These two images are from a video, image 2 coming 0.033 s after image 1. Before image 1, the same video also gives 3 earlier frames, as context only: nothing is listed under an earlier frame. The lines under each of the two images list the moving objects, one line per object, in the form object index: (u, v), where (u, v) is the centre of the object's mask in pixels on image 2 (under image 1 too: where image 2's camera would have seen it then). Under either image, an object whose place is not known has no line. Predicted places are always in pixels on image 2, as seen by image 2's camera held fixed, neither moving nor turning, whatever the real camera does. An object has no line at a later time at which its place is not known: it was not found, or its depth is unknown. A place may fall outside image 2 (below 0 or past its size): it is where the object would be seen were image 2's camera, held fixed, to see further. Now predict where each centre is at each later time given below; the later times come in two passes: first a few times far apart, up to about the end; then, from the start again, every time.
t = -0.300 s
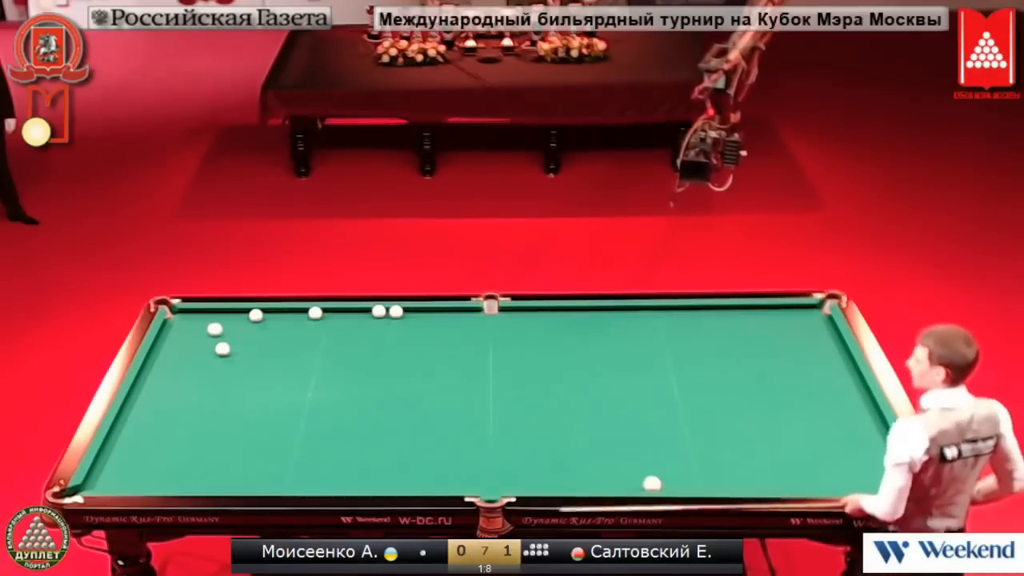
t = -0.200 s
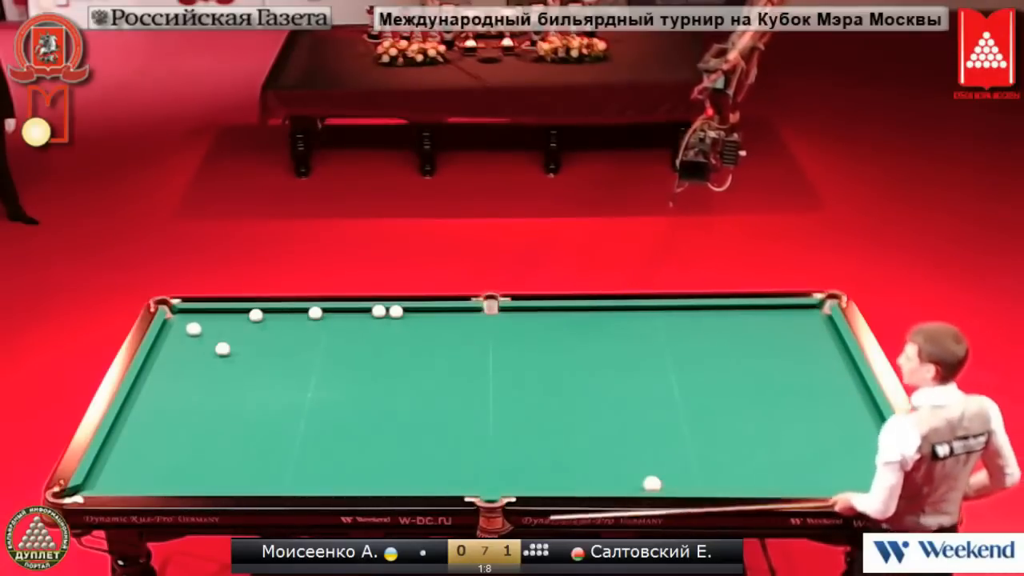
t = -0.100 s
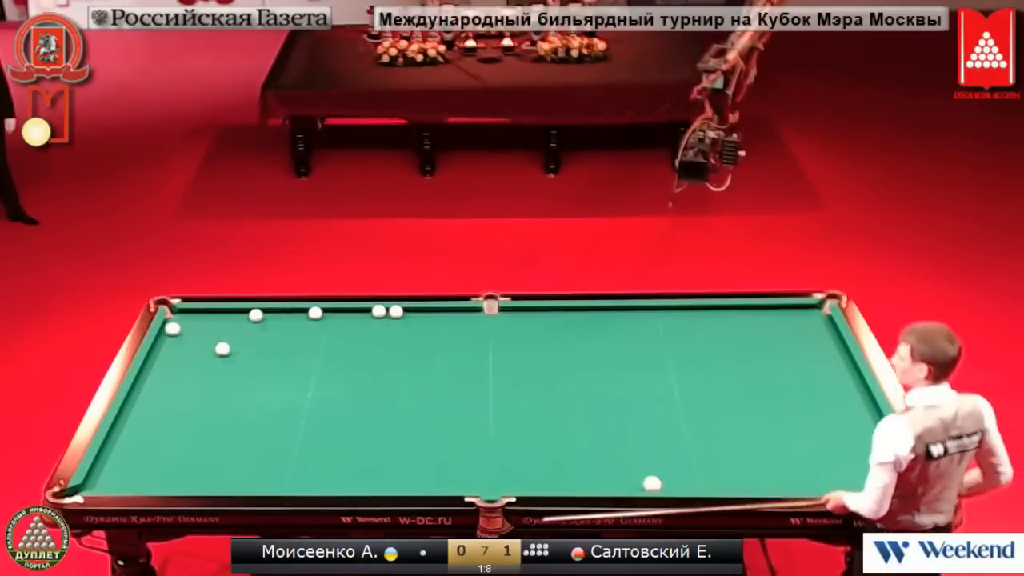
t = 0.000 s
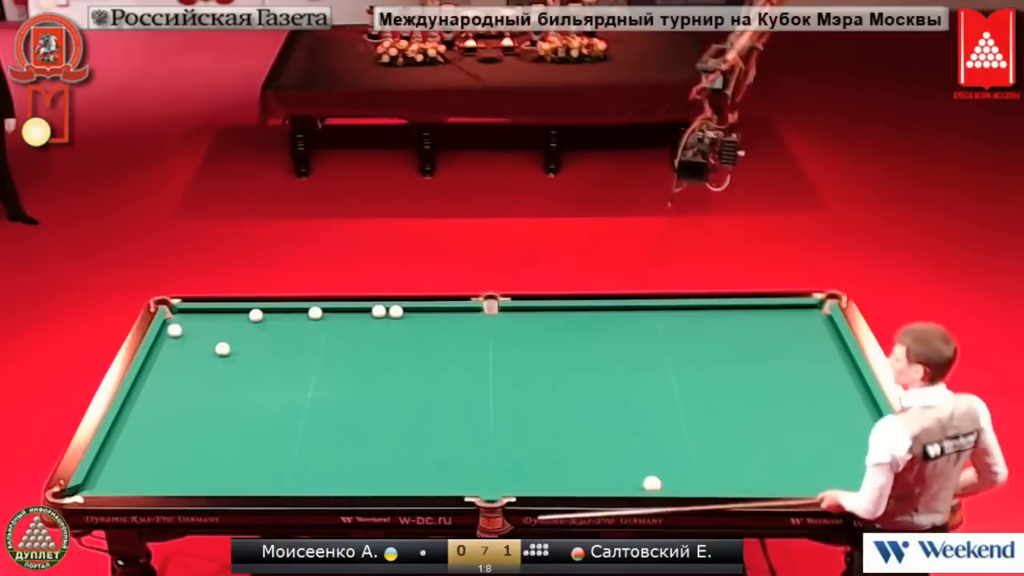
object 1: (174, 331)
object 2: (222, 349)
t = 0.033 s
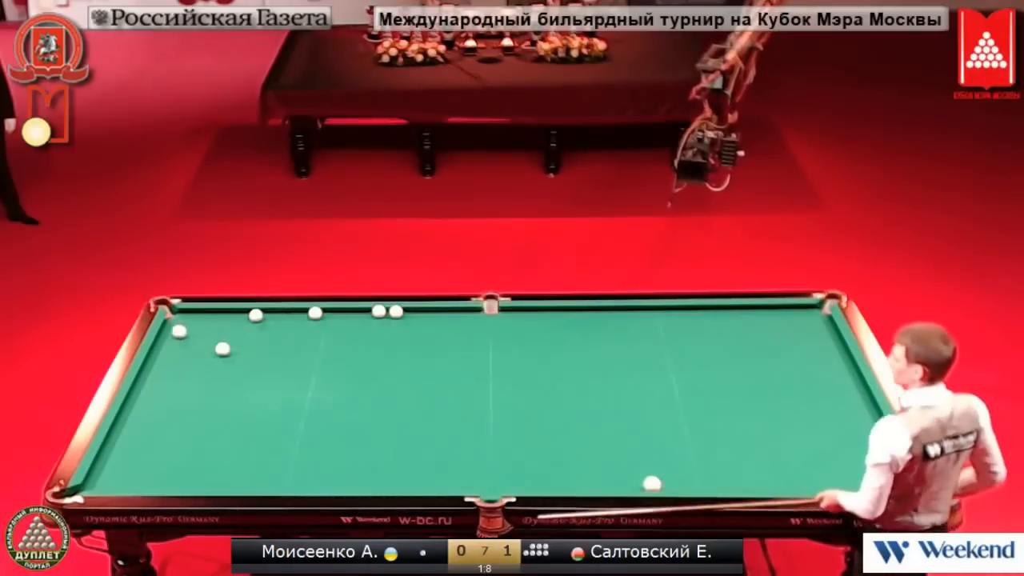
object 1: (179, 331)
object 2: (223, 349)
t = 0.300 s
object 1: (206, 339)
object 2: (223, 349)
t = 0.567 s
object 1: (231, 342)
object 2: (222, 352)
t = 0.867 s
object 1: (258, 342)
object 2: (222, 359)
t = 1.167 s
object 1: (285, 342)
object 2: (221, 366)
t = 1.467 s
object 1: (309, 342)
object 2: (220, 372)
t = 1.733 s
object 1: (330, 341)
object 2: (219, 377)
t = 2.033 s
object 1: (353, 341)
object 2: (219, 383)
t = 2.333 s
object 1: (375, 340)
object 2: (219, 388)
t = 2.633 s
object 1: (395, 340)
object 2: (219, 392)
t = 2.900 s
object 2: (219, 396)
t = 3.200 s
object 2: (219, 400)
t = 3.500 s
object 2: (219, 403)
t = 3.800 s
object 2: (219, 406)
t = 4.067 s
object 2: (219, 407)
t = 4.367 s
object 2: (219, 409)
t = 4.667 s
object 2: (218, 410)
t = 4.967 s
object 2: (218, 410)
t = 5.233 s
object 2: (218, 410)
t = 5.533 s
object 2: (218, 410)
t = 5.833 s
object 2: (218, 410)
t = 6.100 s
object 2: (218, 410)
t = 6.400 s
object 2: (218, 410)
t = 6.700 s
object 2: (218, 410)
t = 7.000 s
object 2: (218, 410)
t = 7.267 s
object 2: (218, 410)
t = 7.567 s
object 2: (218, 410)
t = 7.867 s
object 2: (218, 410)
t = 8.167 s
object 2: (218, 410)
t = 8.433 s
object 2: (218, 410)
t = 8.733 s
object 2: (218, 410)
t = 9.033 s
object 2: (218, 410)
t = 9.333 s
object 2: (218, 410)
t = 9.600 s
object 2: (218, 410)
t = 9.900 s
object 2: (218, 410)
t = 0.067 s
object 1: (183, 333)
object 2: (222, 349)
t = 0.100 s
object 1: (187, 334)
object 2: (223, 349)
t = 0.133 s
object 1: (190, 335)
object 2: (222, 349)
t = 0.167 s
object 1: (194, 335)
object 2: (223, 349)
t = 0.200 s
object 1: (197, 336)
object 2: (223, 349)
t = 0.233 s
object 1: (200, 337)
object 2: (223, 349)
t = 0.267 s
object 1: (203, 338)
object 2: (223, 349)
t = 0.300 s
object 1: (206, 339)
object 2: (223, 349)
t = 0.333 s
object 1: (209, 340)
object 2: (223, 349)
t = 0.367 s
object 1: (212, 340)
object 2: (223, 349)
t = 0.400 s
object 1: (215, 341)
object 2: (223, 349)
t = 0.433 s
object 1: (218, 340)
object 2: (223, 350)
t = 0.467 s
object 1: (221, 341)
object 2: (223, 350)
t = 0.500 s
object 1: (225, 341)
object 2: (222, 351)
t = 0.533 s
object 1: (229, 342)
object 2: (222, 351)
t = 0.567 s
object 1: (231, 342)
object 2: (222, 352)
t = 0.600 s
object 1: (234, 343)
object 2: (222, 352)
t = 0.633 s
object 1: (237, 343)
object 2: (222, 353)
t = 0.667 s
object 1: (241, 343)
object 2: (222, 354)
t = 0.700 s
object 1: (243, 343)
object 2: (222, 355)
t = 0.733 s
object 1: (246, 342)
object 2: (222, 356)
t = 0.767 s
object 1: (249, 343)
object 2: (222, 357)
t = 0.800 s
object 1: (252, 343)
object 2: (222, 357)
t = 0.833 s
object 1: (255, 342)
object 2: (222, 358)
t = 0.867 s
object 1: (258, 342)
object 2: (222, 359)
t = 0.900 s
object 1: (261, 342)
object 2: (222, 360)
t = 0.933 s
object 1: (264, 343)
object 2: (222, 360)
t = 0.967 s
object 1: (267, 342)
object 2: (222, 361)
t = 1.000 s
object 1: (270, 342)
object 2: (221, 362)
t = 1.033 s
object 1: (273, 342)
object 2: (221, 363)
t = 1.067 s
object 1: (276, 342)
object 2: (221, 363)
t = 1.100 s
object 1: (279, 342)
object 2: (221, 364)
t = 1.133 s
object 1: (282, 342)
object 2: (221, 365)
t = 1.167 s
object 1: (285, 342)
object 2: (221, 366)
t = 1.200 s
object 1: (287, 342)
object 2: (221, 366)
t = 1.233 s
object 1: (290, 342)
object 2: (221, 367)
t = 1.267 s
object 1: (293, 342)
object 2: (221, 368)
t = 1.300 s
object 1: (296, 342)
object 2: (221, 368)
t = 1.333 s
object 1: (299, 342)
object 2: (220, 369)
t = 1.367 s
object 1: (301, 342)
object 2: (220, 370)
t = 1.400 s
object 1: (304, 342)
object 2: (220, 371)
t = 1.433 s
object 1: (307, 342)
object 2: (220, 371)
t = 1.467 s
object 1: (309, 342)
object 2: (220, 372)
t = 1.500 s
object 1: (312, 342)
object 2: (220, 373)
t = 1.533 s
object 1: (315, 342)
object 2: (220, 373)
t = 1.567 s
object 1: (317, 342)
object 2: (220, 374)
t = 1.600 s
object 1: (320, 341)
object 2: (219, 375)
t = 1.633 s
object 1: (323, 341)
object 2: (220, 375)
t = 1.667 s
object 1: (325, 341)
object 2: (220, 376)
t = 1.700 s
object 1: (328, 341)
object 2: (220, 377)
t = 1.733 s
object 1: (330, 341)
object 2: (219, 377)
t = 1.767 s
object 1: (333, 341)
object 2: (219, 378)
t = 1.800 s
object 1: (336, 341)
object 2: (219, 378)
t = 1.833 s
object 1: (338, 341)
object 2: (219, 379)
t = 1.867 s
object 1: (341, 341)
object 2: (219, 380)
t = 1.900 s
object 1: (343, 341)
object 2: (219, 381)
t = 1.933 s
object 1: (346, 341)
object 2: (219, 381)
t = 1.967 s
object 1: (348, 341)
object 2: (219, 382)
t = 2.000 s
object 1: (351, 341)
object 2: (219, 382)
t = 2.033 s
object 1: (353, 341)
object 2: (219, 383)
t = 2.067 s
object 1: (356, 341)
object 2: (219, 383)
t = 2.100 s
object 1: (358, 341)
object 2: (219, 384)
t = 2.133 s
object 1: (360, 341)
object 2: (219, 385)
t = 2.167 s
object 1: (363, 341)
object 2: (219, 385)
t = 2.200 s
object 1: (365, 341)
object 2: (219, 386)
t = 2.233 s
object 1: (368, 341)
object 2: (219, 386)
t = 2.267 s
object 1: (370, 341)
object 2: (219, 387)
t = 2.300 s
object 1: (372, 341)
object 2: (219, 387)
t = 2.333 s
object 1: (375, 340)
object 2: (219, 388)
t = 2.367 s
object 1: (377, 340)
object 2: (219, 388)
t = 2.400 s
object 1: (379, 340)
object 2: (219, 389)
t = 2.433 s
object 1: (381, 340)
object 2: (219, 389)
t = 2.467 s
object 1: (384, 340)
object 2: (219, 390)
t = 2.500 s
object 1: (386, 340)
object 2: (219, 390)
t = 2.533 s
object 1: (388, 340)
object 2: (219, 391)
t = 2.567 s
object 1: (391, 340)
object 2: (219, 391)
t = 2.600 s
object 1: (393, 340)
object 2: (219, 392)
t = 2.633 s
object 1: (395, 340)
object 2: (219, 392)
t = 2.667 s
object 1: (397, 340)
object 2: (219, 393)
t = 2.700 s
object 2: (219, 393)
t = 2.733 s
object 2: (219, 394)
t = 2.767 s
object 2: (219, 394)
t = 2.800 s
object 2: (219, 395)
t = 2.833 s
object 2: (219, 395)
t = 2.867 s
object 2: (219, 395)
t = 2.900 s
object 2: (219, 396)
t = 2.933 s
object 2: (219, 396)
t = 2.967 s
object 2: (219, 397)
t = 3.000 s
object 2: (219, 397)
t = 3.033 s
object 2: (219, 398)
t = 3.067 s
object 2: (219, 398)
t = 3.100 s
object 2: (219, 399)
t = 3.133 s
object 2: (219, 399)
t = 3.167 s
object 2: (219, 399)
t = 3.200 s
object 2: (219, 400)
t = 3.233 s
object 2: (219, 400)
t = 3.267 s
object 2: (219, 400)
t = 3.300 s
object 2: (219, 401)
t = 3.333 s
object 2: (219, 401)
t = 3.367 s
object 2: (219, 402)
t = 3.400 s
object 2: (219, 402)
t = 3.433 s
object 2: (219, 402)
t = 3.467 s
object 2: (219, 402)
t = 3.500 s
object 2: (219, 403)
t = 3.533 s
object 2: (219, 403)
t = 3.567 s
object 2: (219, 403)
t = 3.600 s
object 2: (219, 404)
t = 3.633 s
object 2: (219, 404)
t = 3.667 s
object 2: (219, 404)
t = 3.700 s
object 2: (219, 405)
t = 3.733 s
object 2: (219, 405)
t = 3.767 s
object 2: (219, 405)
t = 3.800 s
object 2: (219, 406)
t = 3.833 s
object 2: (219, 406)
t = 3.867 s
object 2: (219, 406)
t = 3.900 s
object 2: (219, 406)
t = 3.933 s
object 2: (219, 407)
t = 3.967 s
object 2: (219, 407)
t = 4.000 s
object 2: (219, 407)
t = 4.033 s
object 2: (219, 407)
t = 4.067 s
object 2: (219, 407)
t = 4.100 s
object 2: (219, 407)
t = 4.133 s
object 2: (219, 408)
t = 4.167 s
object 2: (219, 408)
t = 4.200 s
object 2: (219, 408)
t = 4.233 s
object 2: (219, 408)
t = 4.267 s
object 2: (219, 408)
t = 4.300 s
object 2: (219, 408)
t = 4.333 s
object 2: (219, 408)
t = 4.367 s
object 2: (219, 409)
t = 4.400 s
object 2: (219, 409)
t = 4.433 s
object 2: (219, 409)
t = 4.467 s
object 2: (219, 409)
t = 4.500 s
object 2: (218, 409)
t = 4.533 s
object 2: (218, 409)
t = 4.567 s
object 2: (218, 409)
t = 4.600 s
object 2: (218, 409)
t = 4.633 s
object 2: (218, 410)
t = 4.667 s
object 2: (218, 410)
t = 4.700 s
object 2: (218, 410)
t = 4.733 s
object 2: (218, 410)
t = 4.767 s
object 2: (218, 410)
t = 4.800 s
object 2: (218, 410)
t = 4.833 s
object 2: (218, 410)
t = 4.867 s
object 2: (218, 410)
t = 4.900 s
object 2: (218, 410)
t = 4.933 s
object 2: (218, 410)
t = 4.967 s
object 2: (218, 410)
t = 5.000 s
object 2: (218, 410)
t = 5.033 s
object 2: (218, 410)
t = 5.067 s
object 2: (218, 410)
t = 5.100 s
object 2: (218, 410)
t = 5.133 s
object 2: (218, 410)
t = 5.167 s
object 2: (218, 410)
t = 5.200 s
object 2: (218, 410)
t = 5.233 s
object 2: (218, 410)
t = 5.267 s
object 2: (218, 410)
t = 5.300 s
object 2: (218, 410)
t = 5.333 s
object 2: (218, 410)
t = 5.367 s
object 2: (218, 410)
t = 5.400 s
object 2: (218, 410)
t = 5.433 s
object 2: (218, 410)
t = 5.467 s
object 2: (218, 410)
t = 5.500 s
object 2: (218, 410)
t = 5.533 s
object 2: (218, 410)
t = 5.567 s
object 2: (218, 410)
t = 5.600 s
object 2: (218, 410)
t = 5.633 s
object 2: (218, 410)
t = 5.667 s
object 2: (218, 410)
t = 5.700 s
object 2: (218, 410)
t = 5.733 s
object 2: (218, 410)
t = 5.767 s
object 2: (218, 410)
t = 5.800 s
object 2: (218, 410)
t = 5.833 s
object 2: (218, 410)
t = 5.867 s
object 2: (218, 410)
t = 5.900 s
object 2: (218, 410)
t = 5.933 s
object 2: (218, 410)
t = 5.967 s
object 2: (218, 410)
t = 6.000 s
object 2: (218, 410)
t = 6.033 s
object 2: (218, 410)
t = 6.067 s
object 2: (218, 410)
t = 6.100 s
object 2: (218, 410)
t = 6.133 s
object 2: (218, 410)
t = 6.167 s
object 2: (218, 410)
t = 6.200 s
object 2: (218, 410)
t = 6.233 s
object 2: (218, 410)
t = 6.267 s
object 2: (218, 410)
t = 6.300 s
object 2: (218, 410)
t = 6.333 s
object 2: (218, 410)
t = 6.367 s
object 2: (218, 410)
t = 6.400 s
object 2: (218, 410)
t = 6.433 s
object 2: (218, 410)
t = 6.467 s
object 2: (218, 410)
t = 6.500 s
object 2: (218, 410)
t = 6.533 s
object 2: (218, 410)
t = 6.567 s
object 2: (218, 410)
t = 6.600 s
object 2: (218, 410)
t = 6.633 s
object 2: (218, 410)
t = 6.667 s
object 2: (218, 410)
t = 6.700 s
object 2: (218, 410)
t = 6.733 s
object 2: (218, 410)
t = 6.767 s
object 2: (218, 410)
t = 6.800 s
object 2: (218, 410)
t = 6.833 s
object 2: (218, 410)
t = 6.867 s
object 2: (218, 410)
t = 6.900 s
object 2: (218, 410)
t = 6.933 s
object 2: (218, 410)
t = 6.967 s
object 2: (218, 410)
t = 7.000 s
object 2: (218, 410)
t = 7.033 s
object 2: (218, 410)
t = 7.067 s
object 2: (218, 410)
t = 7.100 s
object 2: (218, 410)
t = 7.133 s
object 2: (218, 410)
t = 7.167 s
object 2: (218, 410)
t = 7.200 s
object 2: (218, 410)
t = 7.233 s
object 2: (218, 410)
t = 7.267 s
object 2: (218, 410)
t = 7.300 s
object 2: (218, 410)
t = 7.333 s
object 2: (218, 410)
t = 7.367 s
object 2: (218, 410)
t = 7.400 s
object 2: (218, 410)
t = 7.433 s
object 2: (218, 410)
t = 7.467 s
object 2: (218, 410)
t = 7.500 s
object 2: (218, 410)
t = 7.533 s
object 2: (218, 410)
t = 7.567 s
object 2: (218, 410)
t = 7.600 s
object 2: (218, 410)
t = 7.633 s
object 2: (218, 410)
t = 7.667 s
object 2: (218, 410)
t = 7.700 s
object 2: (218, 410)
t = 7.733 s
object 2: (218, 410)
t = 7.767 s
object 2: (218, 410)
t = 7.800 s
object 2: (218, 410)
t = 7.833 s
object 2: (218, 410)
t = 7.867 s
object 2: (218, 410)
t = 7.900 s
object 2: (218, 410)
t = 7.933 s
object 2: (218, 410)
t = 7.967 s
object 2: (218, 410)
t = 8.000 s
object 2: (218, 410)
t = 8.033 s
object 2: (218, 410)
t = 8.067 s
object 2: (218, 410)
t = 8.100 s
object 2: (218, 410)
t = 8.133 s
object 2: (218, 410)
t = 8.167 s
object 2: (218, 410)
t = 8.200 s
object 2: (218, 410)
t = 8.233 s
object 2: (218, 410)
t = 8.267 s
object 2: (218, 410)
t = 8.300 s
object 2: (218, 410)
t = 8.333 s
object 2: (218, 410)
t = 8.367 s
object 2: (218, 410)
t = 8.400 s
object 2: (218, 410)
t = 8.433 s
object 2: (218, 410)
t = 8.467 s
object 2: (218, 410)
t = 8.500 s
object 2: (218, 410)
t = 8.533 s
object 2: (218, 410)
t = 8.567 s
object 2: (218, 410)
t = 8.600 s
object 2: (218, 410)
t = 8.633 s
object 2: (218, 410)
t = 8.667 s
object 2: (218, 410)
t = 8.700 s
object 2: (218, 410)
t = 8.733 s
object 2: (218, 410)
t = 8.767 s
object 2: (218, 410)
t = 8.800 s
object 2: (218, 410)
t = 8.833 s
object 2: (218, 410)
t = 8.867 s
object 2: (218, 410)
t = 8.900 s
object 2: (218, 410)
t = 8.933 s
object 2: (218, 410)
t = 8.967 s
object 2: (218, 410)
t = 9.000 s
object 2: (218, 410)
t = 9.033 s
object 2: (218, 410)
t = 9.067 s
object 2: (218, 410)
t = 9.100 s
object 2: (218, 410)
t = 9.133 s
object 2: (218, 410)
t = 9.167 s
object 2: (218, 410)
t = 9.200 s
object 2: (218, 410)
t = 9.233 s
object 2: (218, 410)
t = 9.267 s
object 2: (218, 410)
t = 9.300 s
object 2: (218, 410)
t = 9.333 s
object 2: (218, 410)
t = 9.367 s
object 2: (218, 410)
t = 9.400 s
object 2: (218, 410)
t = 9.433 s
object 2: (218, 410)
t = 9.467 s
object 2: (218, 410)
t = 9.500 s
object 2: (218, 410)
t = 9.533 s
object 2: (218, 410)
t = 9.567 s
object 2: (218, 410)
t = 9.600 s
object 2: (218, 410)
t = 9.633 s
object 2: (218, 410)
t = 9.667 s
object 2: (218, 410)
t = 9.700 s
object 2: (218, 410)
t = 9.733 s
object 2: (218, 410)
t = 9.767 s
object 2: (218, 410)
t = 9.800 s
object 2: (218, 410)
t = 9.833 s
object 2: (218, 410)
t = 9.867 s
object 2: (218, 410)
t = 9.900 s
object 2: (218, 410)
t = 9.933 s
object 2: (218, 410)
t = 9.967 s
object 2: (218, 410)
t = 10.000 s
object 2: (218, 410)
